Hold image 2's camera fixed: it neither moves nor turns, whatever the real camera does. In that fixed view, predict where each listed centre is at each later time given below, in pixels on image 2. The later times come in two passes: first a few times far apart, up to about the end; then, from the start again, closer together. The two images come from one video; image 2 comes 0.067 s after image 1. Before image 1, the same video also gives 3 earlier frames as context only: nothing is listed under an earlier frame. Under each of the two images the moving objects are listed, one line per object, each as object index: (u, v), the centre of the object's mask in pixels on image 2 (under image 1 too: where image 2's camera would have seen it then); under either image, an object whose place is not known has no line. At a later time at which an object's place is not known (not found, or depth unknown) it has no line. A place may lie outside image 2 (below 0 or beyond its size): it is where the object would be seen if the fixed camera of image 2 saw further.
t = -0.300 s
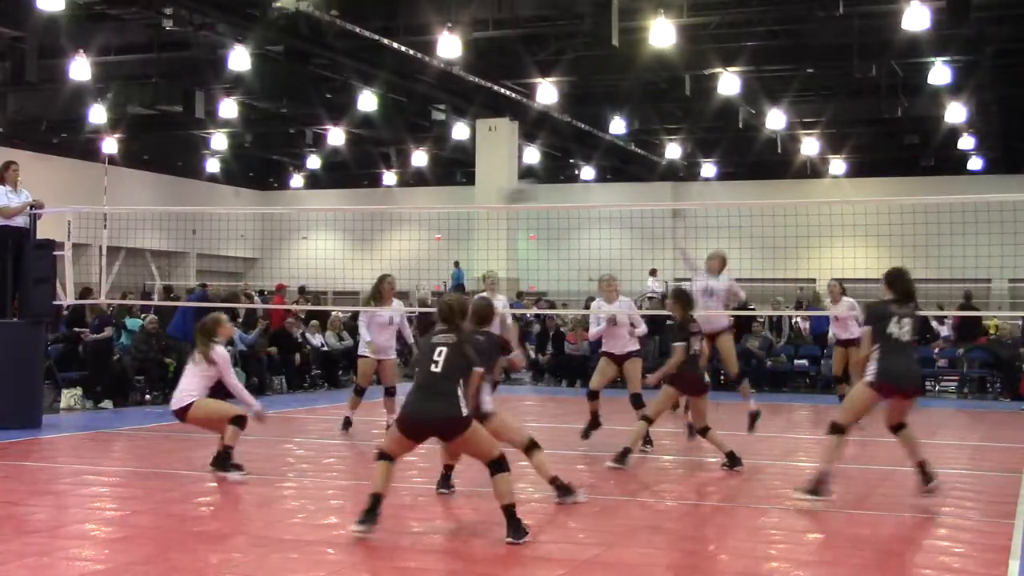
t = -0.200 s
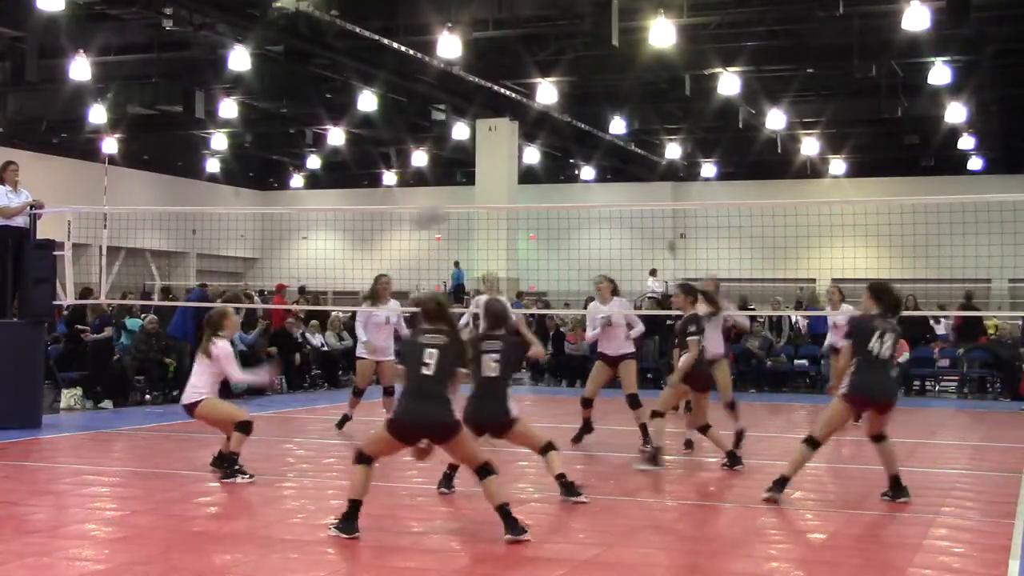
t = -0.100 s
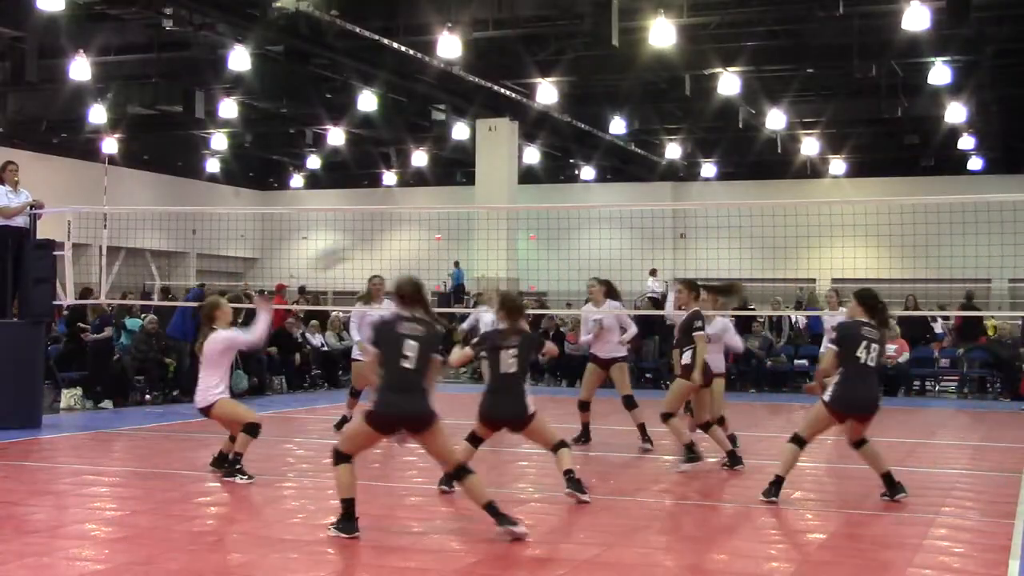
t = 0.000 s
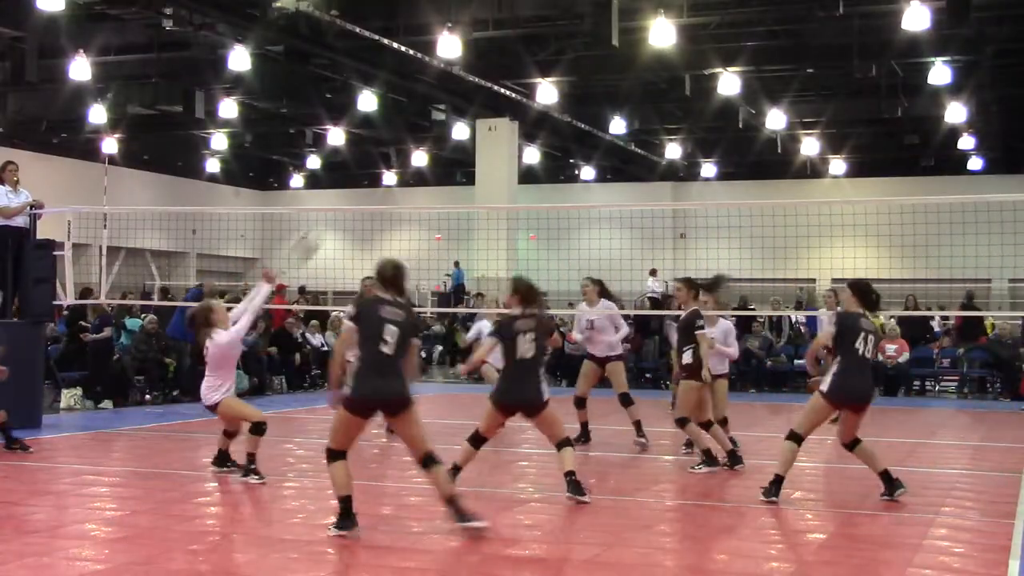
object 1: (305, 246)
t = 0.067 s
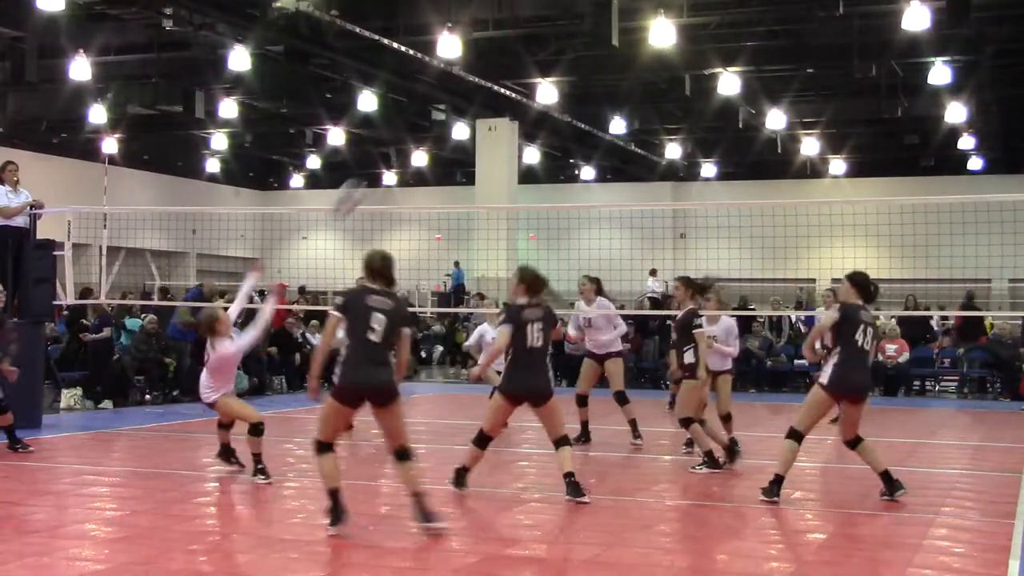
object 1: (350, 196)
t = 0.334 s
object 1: (501, 76)
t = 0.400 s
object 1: (535, 63)
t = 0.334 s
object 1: (501, 76)
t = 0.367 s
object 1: (519, 69)
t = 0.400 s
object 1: (535, 63)
